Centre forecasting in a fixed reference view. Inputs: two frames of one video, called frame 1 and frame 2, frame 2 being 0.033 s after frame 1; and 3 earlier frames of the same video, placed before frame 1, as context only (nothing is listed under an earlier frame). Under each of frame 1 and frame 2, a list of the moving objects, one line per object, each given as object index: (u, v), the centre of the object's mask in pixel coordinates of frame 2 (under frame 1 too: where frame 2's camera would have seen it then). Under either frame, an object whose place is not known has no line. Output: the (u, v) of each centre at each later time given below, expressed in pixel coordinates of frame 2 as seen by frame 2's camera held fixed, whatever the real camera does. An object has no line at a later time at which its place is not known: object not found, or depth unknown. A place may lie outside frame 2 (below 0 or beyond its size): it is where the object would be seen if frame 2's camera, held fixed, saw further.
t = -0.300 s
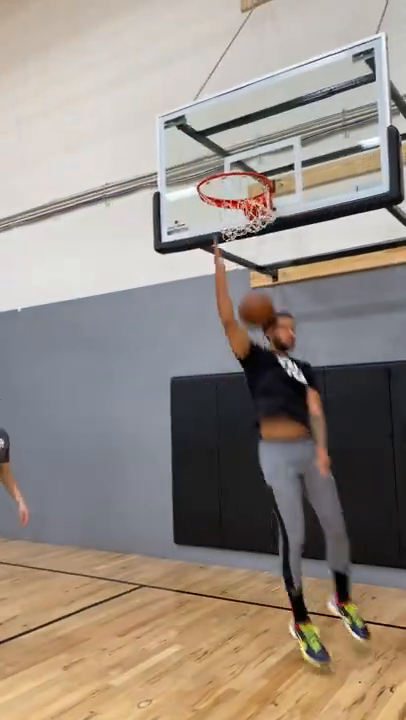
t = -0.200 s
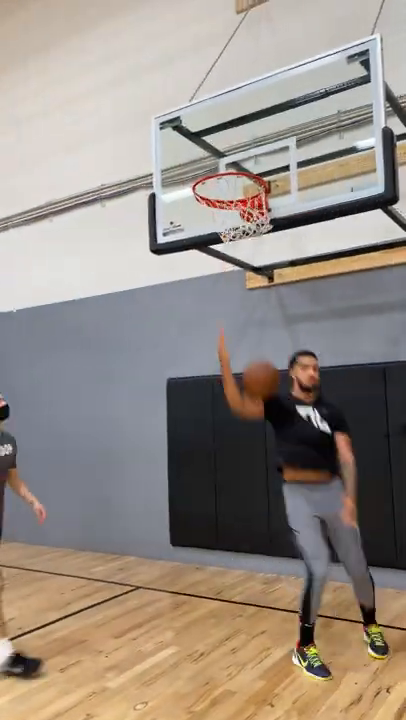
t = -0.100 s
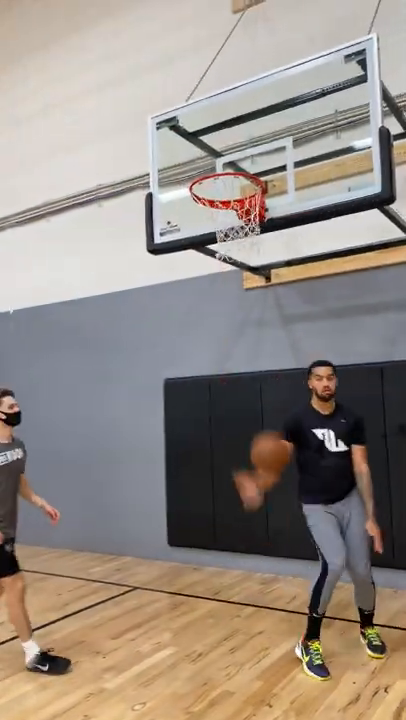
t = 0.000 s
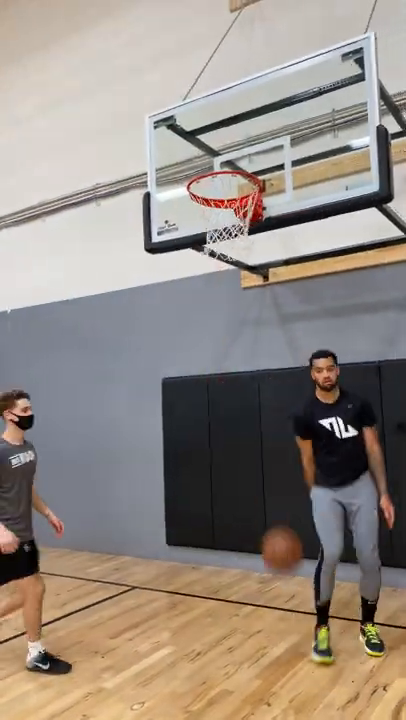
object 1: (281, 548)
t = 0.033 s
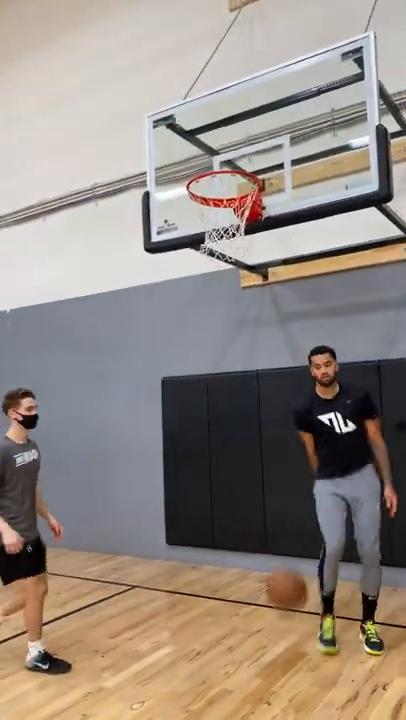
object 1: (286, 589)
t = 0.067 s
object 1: (291, 632)
